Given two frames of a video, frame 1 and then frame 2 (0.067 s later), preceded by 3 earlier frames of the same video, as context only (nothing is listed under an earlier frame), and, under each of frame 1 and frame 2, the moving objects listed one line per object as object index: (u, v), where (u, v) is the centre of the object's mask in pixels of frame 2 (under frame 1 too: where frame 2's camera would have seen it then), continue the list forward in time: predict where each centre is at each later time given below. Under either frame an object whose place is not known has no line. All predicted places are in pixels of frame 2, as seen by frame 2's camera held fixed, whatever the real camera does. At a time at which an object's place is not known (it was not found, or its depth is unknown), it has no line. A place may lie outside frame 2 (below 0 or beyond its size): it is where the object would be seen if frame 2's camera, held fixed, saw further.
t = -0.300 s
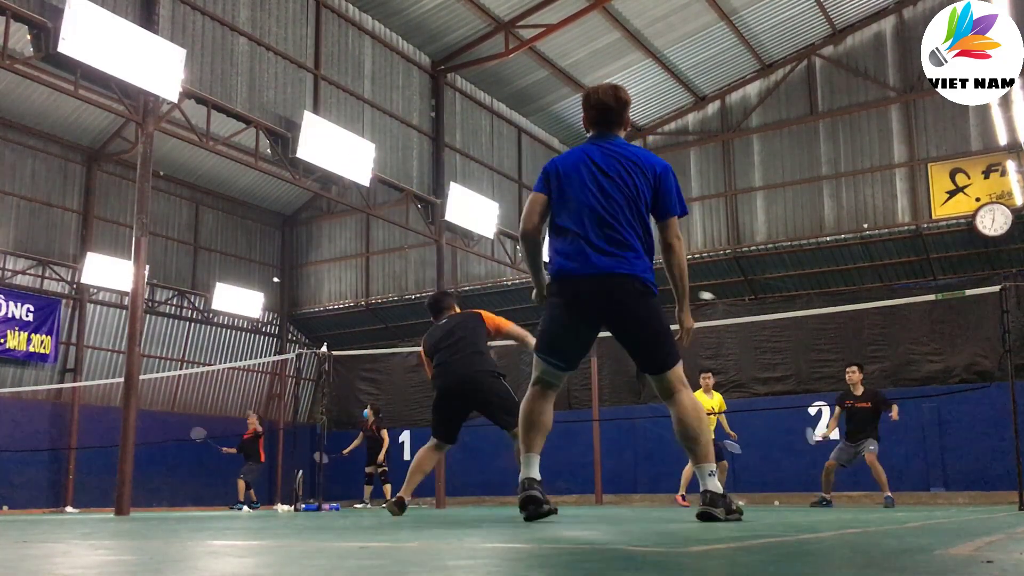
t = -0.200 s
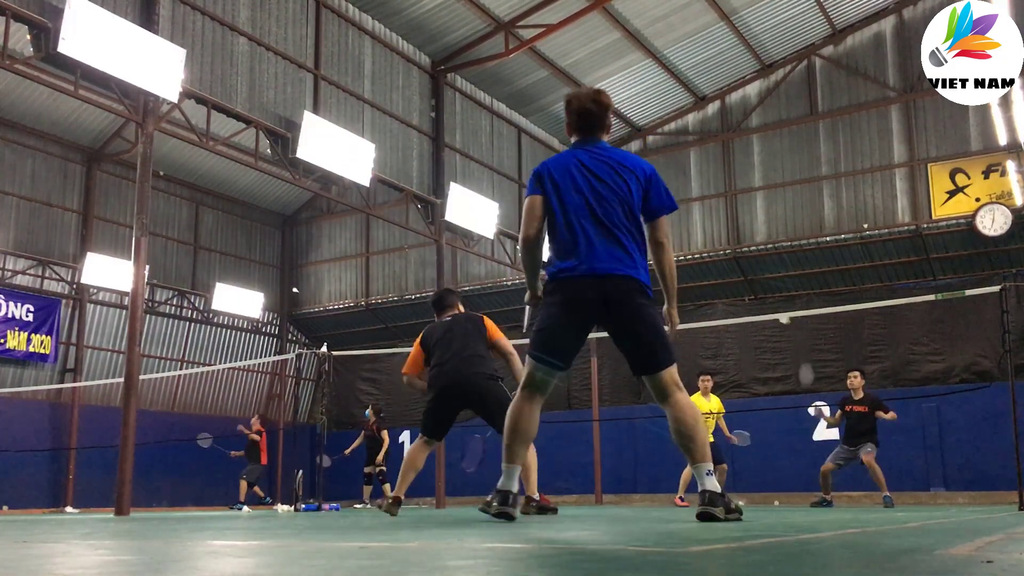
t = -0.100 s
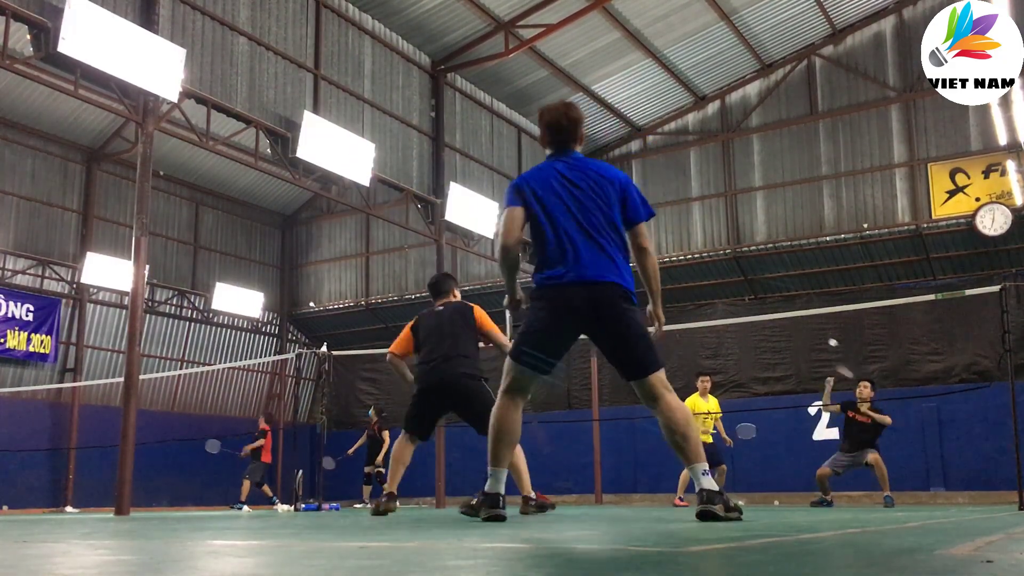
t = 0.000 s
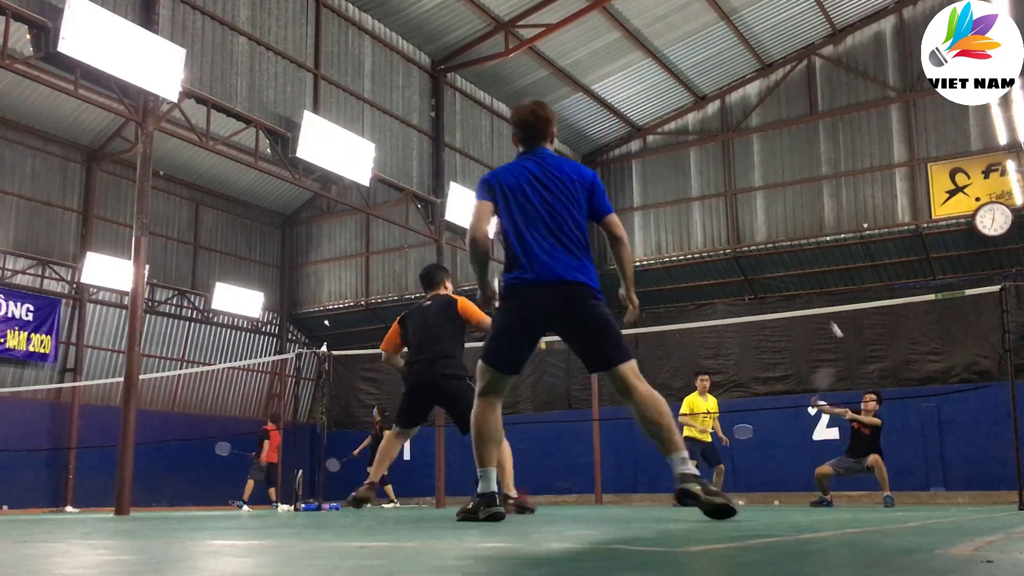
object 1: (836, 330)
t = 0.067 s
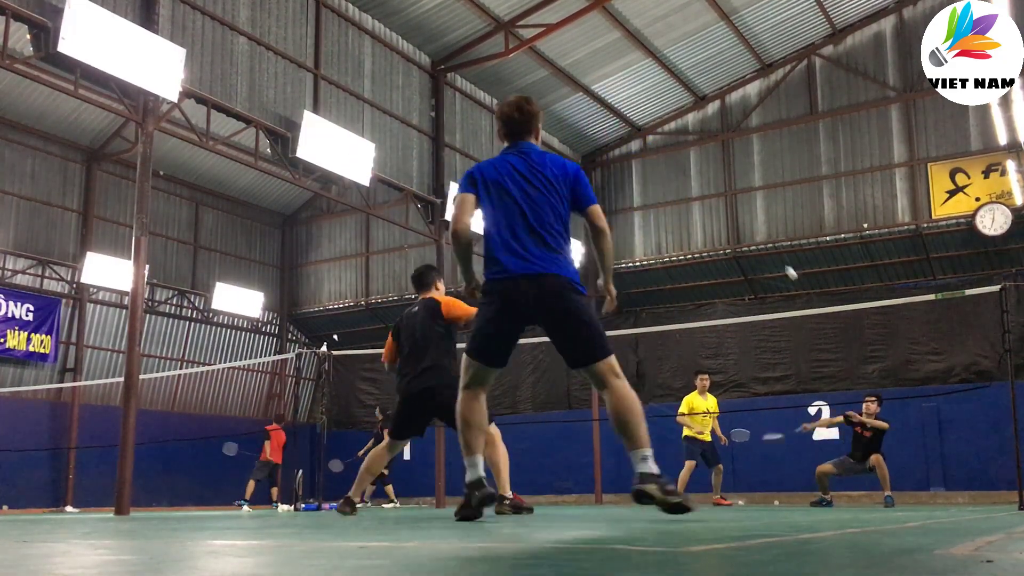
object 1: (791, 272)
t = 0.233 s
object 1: (696, 170)
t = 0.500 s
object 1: (555, 93)
